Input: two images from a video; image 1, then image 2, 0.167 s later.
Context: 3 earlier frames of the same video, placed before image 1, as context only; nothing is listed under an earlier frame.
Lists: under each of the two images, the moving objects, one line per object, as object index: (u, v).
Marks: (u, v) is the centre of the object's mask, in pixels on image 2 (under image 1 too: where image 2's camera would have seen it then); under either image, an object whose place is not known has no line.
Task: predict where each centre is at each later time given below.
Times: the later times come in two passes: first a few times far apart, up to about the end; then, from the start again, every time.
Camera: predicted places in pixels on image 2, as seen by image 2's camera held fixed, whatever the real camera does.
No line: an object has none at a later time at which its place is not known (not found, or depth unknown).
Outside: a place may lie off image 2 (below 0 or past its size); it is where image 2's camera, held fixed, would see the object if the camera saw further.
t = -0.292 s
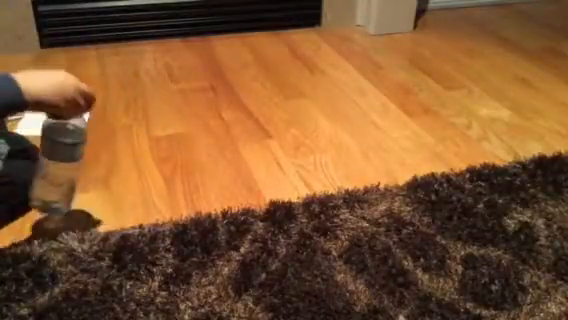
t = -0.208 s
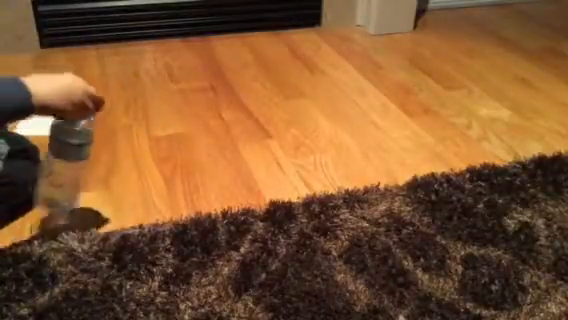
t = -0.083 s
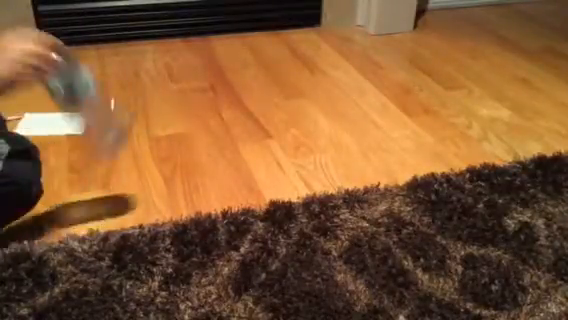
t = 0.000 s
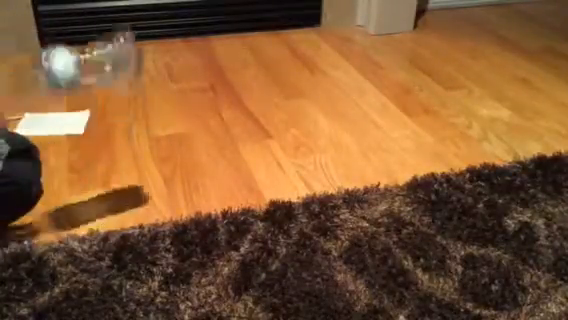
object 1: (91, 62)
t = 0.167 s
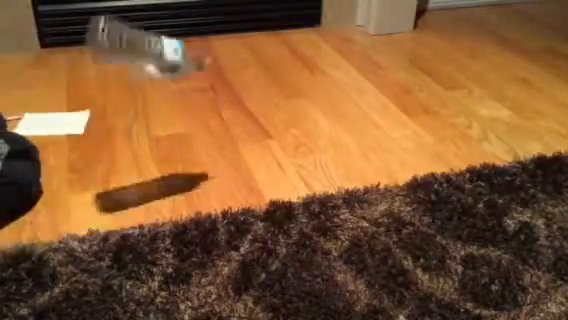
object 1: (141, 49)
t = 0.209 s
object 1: (150, 74)
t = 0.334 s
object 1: (175, 168)
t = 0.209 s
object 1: (150, 74)
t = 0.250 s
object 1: (162, 95)
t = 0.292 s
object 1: (181, 121)
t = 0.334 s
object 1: (175, 168)
